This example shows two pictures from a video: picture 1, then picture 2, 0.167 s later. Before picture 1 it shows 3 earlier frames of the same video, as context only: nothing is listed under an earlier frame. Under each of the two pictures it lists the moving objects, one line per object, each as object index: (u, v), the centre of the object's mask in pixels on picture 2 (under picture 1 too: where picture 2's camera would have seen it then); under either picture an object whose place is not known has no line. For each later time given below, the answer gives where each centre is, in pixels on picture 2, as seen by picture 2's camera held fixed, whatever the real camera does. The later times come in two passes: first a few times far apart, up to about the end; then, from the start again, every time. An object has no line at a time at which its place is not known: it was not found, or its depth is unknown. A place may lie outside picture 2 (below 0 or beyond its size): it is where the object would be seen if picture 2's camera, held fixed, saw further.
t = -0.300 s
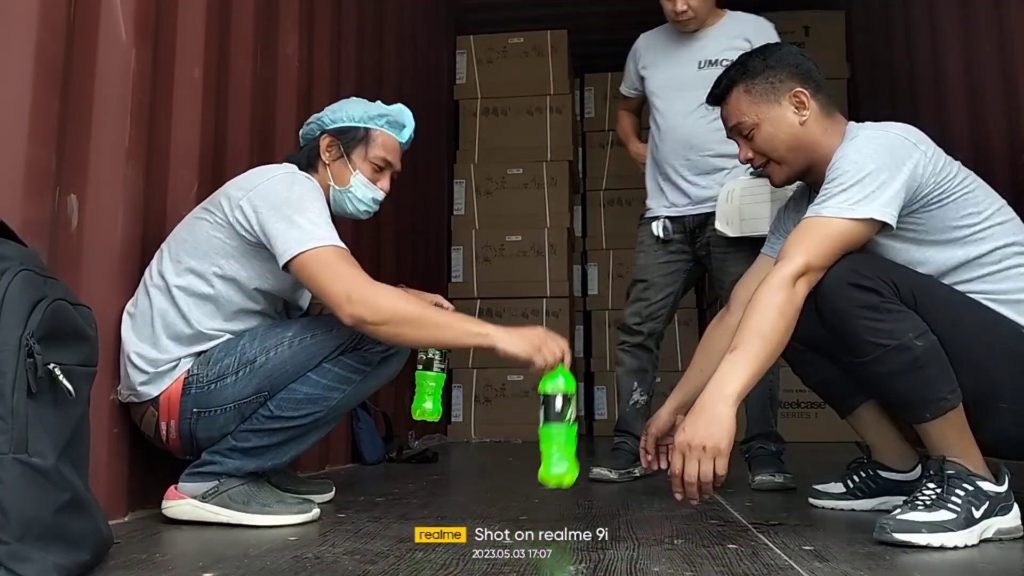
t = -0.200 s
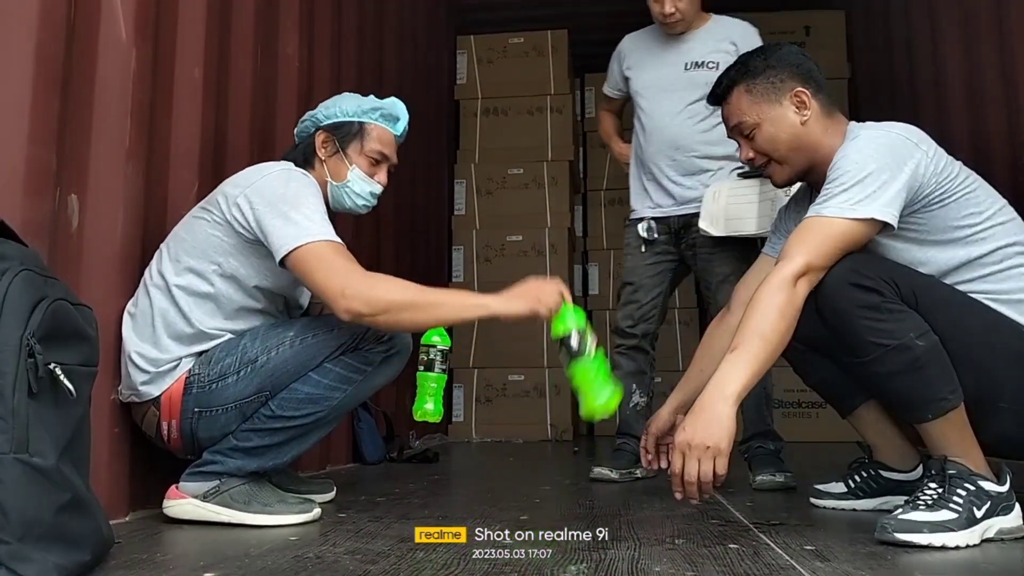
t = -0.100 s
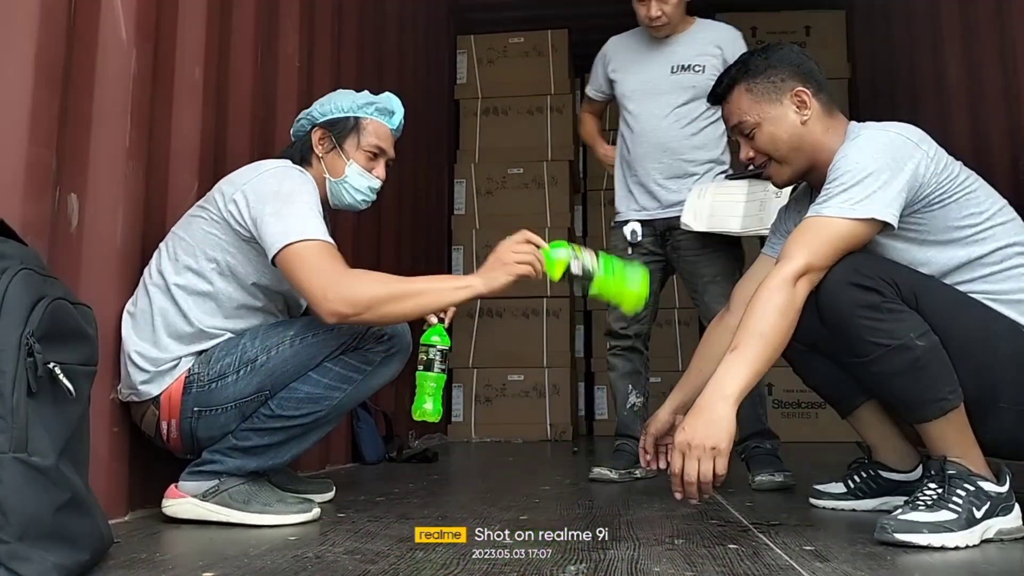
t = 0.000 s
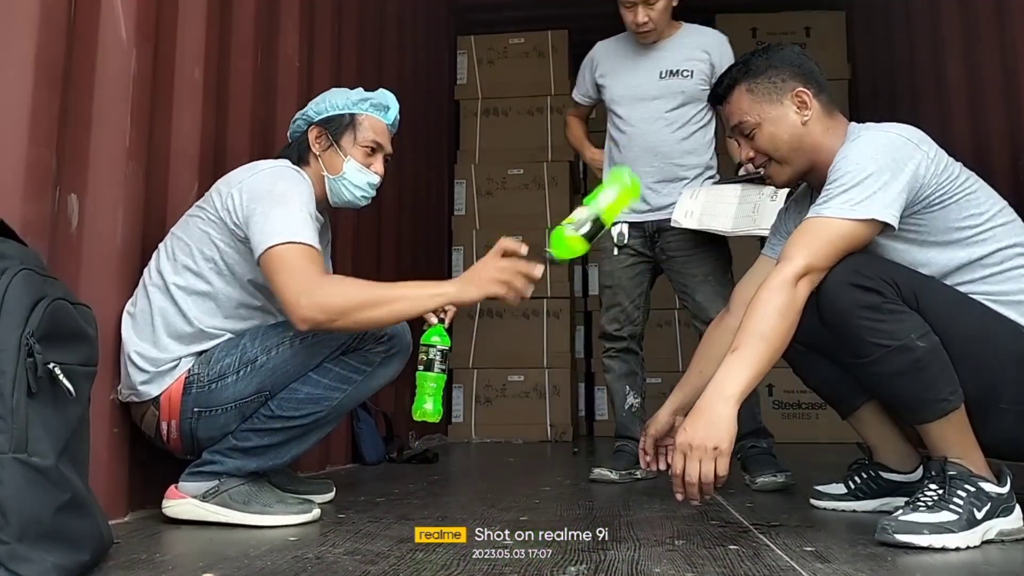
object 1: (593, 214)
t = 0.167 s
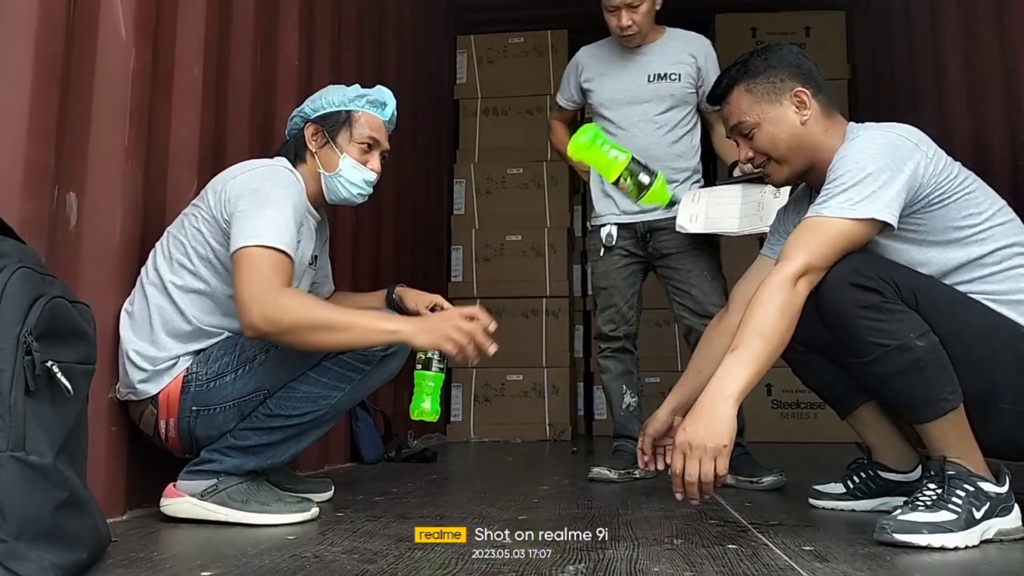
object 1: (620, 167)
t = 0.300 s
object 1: (602, 215)
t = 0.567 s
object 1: (545, 467)
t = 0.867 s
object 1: (482, 514)
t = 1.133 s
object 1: (483, 516)
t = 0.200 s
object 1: (617, 168)
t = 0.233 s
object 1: (613, 176)
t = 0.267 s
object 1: (607, 191)
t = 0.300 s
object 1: (602, 215)
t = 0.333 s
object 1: (598, 246)
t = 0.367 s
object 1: (593, 284)
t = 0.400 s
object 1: (589, 329)
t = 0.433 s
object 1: (585, 386)
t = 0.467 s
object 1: (581, 449)
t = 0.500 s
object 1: (570, 464)
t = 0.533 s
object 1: (557, 465)
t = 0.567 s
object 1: (545, 467)
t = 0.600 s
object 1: (533, 470)
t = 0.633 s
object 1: (519, 476)
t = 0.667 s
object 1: (503, 486)
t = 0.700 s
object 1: (488, 507)
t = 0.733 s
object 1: (485, 511)
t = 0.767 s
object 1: (481, 513)
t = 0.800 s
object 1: (481, 514)
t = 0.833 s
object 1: (481, 514)
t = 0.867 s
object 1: (482, 514)
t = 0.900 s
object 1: (481, 514)
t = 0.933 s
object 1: (482, 514)
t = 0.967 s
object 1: (482, 514)
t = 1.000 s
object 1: (482, 515)
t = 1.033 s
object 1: (482, 514)
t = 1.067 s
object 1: (482, 515)
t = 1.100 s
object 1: (483, 515)
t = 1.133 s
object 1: (483, 516)
